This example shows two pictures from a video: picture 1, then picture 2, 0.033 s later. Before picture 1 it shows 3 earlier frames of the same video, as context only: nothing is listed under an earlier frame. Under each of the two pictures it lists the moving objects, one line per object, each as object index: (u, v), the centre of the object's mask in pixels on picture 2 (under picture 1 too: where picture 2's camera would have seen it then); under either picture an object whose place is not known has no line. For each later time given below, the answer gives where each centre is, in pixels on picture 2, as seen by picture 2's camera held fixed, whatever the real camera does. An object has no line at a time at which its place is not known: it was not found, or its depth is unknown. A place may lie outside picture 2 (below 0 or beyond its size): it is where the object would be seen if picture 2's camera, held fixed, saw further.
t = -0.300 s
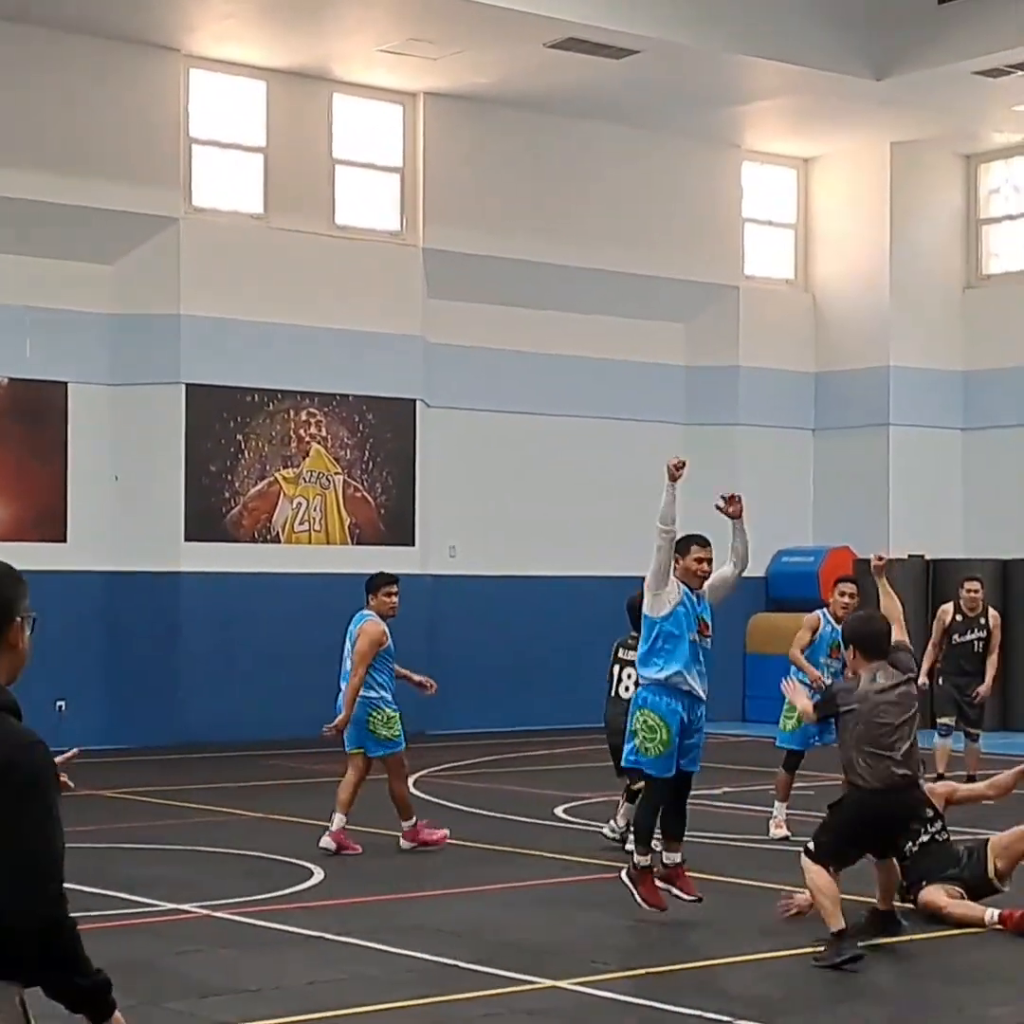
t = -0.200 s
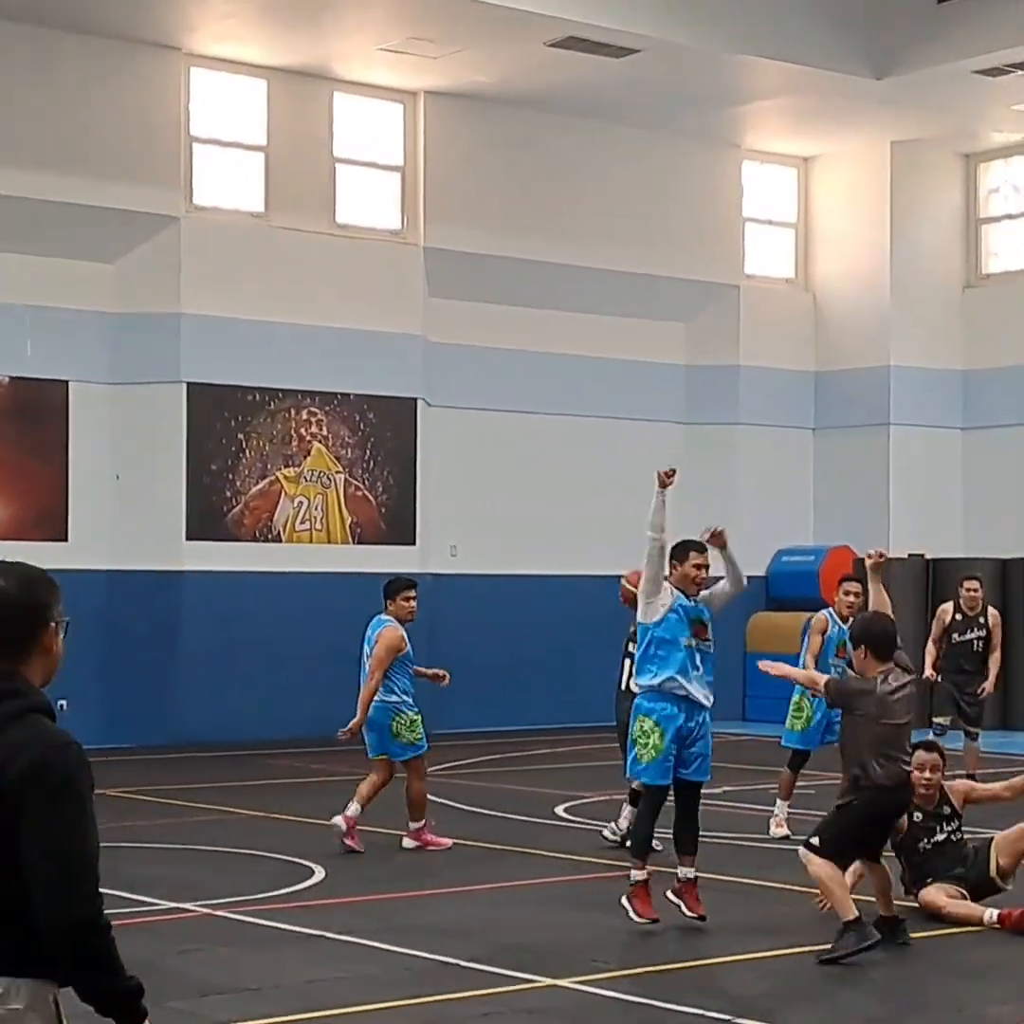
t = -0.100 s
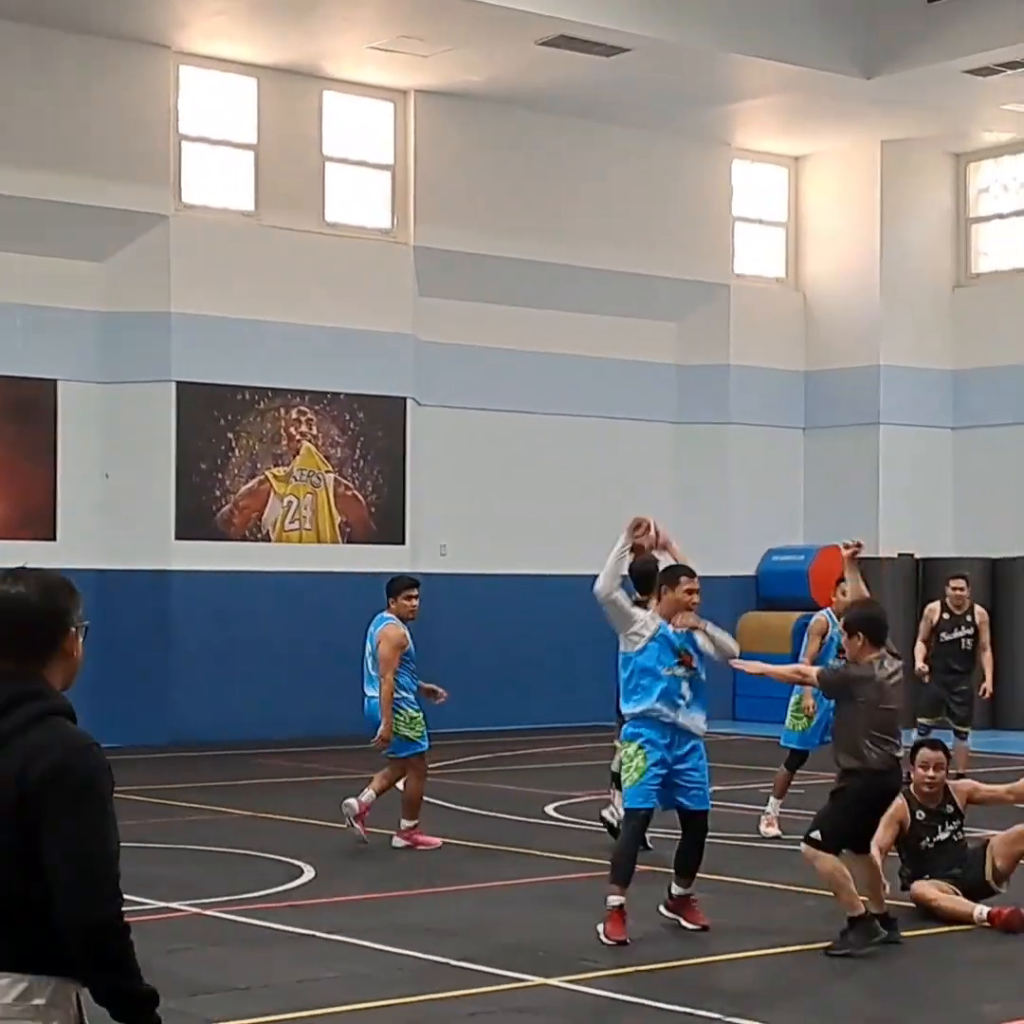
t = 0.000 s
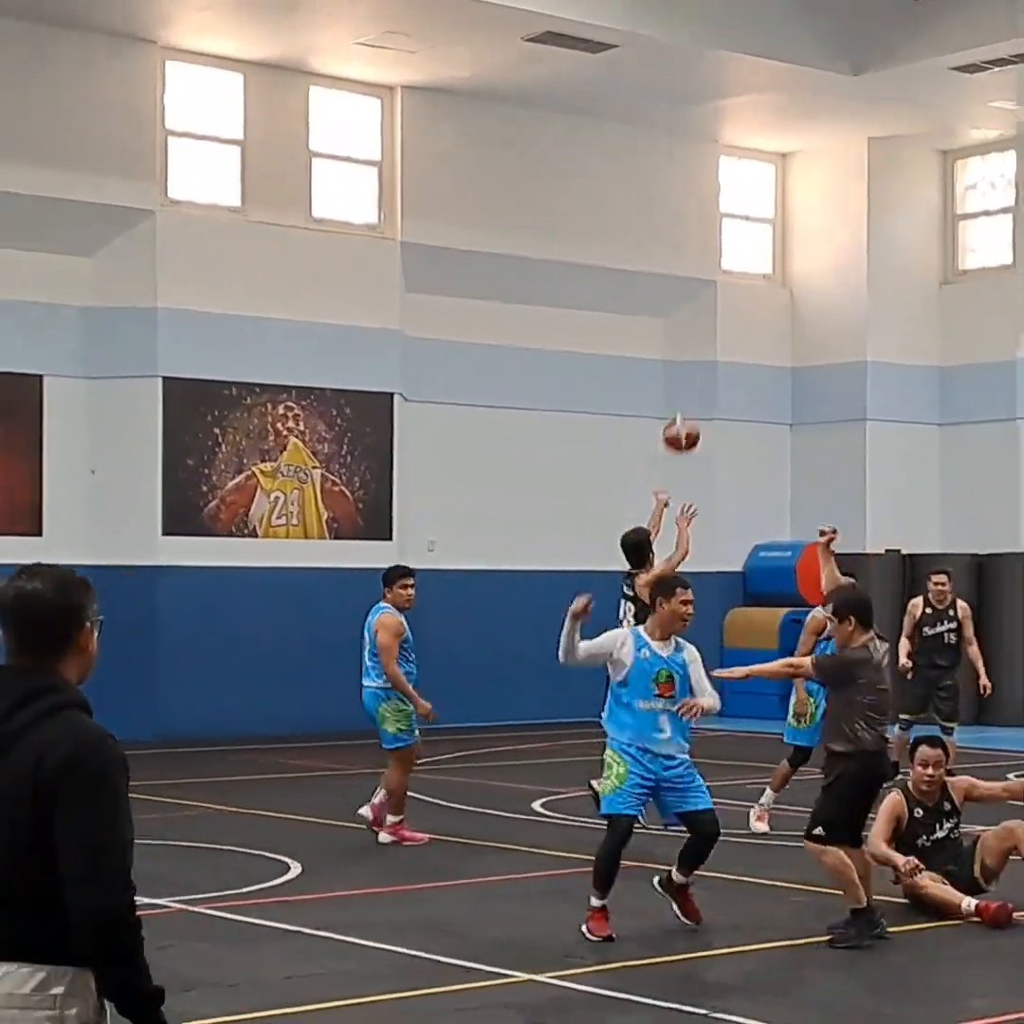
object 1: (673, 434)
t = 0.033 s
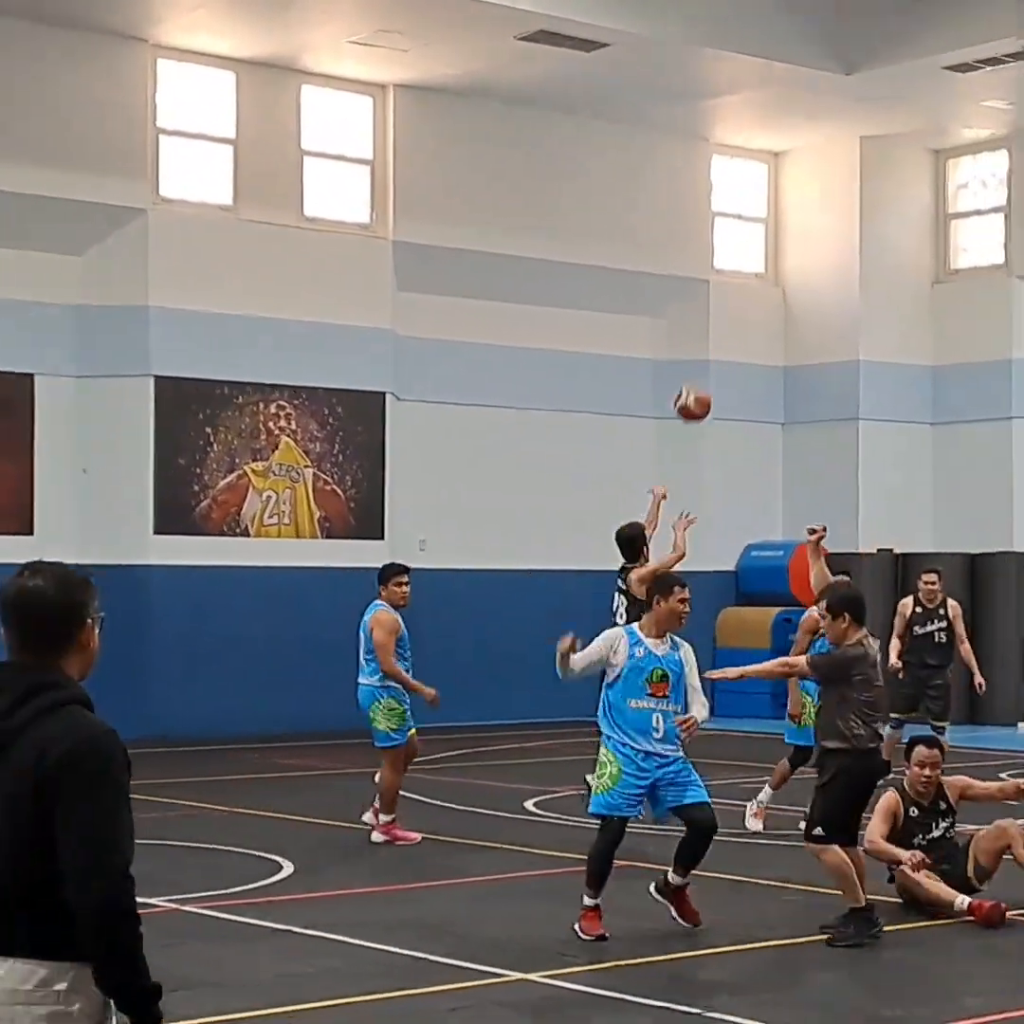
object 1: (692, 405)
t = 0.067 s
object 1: (712, 377)
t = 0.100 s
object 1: (730, 351)
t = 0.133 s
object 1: (749, 327)
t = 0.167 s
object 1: (767, 305)
